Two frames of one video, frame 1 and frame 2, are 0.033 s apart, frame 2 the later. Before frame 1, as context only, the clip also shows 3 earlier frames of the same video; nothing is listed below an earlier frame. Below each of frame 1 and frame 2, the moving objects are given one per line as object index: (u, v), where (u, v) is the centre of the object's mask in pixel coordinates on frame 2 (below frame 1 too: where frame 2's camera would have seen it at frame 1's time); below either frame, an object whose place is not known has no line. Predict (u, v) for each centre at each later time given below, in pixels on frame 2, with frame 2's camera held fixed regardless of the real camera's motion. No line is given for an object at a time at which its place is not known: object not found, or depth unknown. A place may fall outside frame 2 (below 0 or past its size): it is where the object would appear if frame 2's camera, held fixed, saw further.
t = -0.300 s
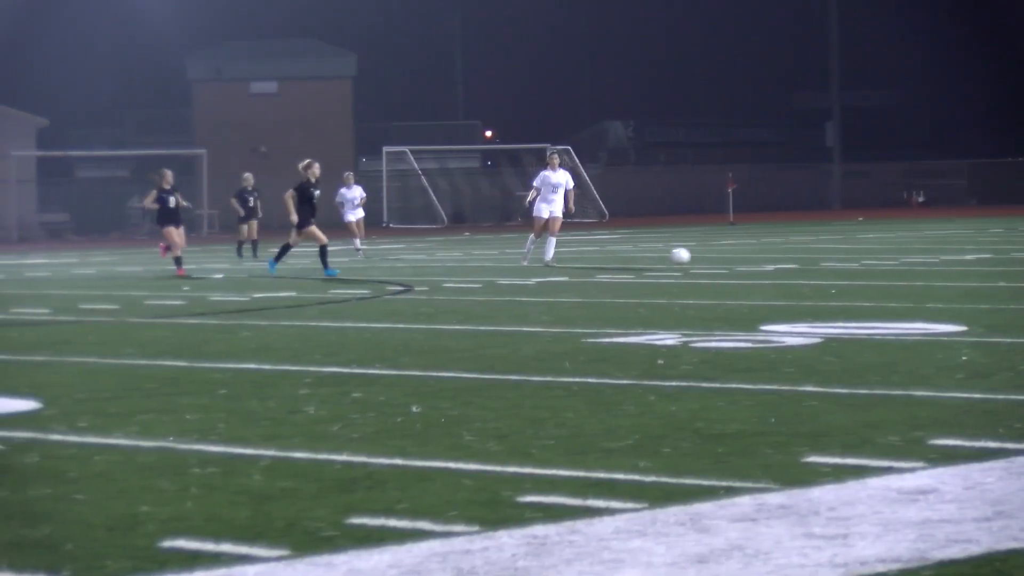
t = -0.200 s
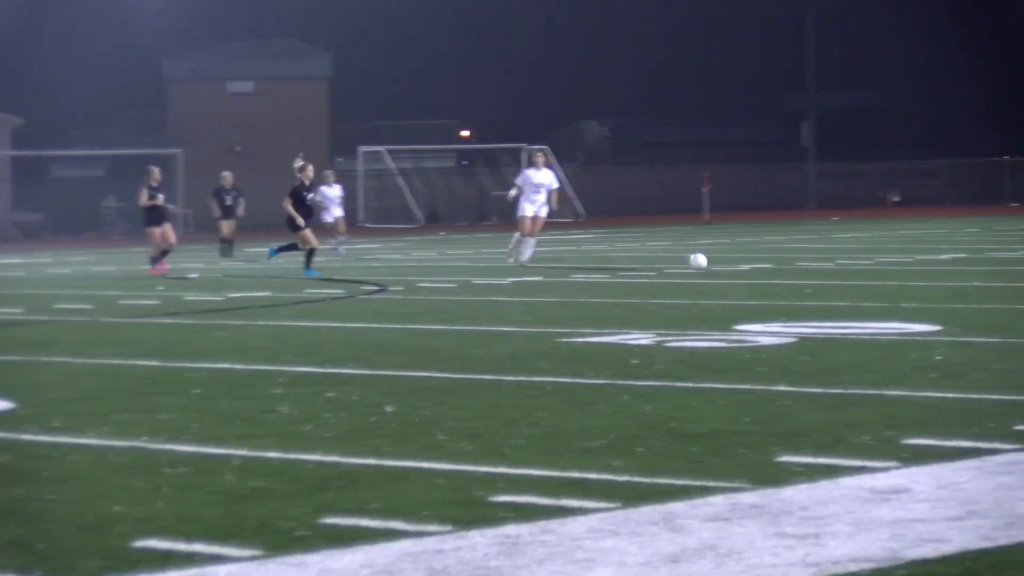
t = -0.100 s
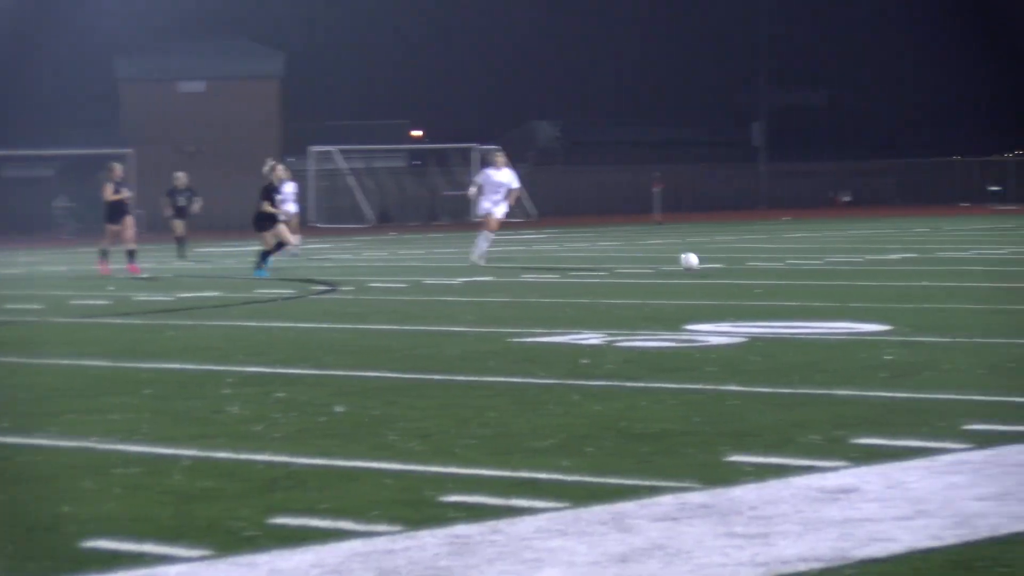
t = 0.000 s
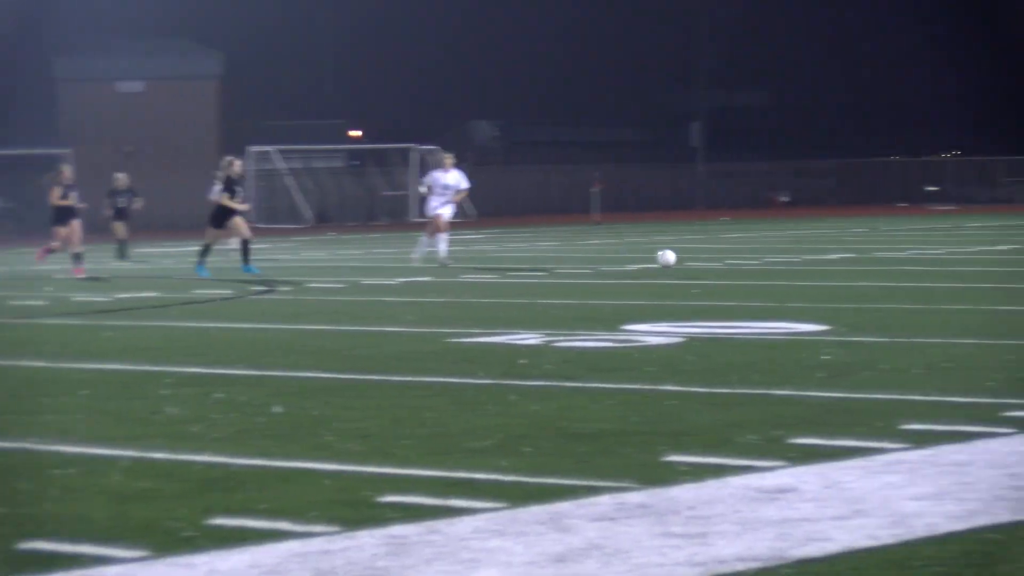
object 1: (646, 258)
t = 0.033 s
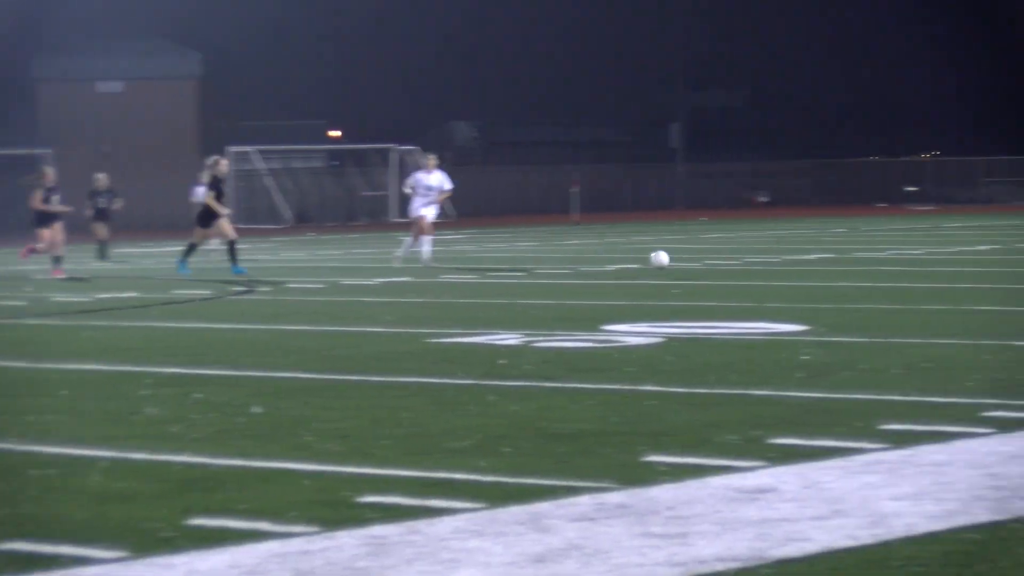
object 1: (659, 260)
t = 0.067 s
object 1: (673, 262)
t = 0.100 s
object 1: (687, 265)
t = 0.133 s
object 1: (700, 269)
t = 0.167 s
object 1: (712, 270)
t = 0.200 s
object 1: (723, 266)
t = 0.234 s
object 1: (734, 263)
